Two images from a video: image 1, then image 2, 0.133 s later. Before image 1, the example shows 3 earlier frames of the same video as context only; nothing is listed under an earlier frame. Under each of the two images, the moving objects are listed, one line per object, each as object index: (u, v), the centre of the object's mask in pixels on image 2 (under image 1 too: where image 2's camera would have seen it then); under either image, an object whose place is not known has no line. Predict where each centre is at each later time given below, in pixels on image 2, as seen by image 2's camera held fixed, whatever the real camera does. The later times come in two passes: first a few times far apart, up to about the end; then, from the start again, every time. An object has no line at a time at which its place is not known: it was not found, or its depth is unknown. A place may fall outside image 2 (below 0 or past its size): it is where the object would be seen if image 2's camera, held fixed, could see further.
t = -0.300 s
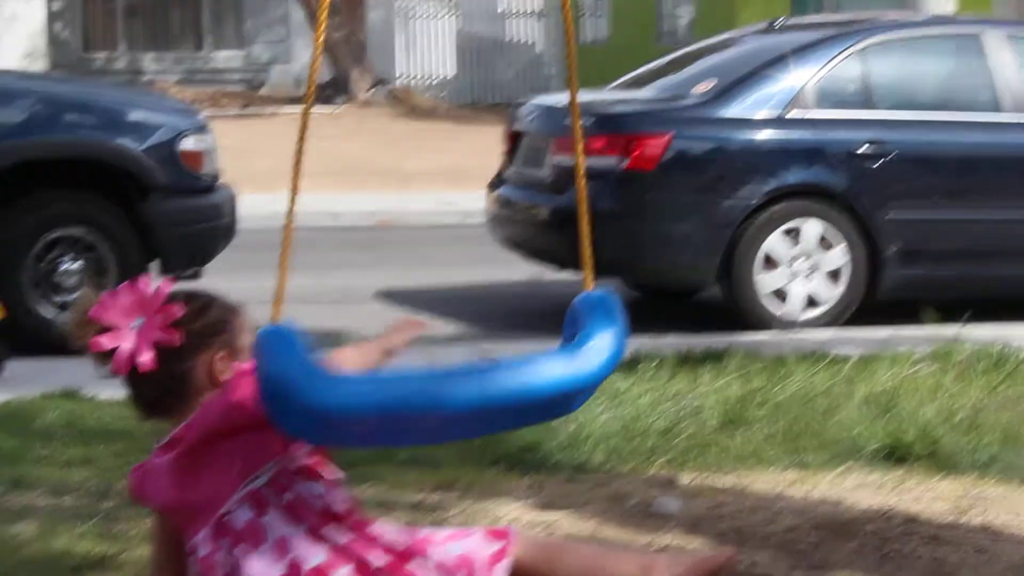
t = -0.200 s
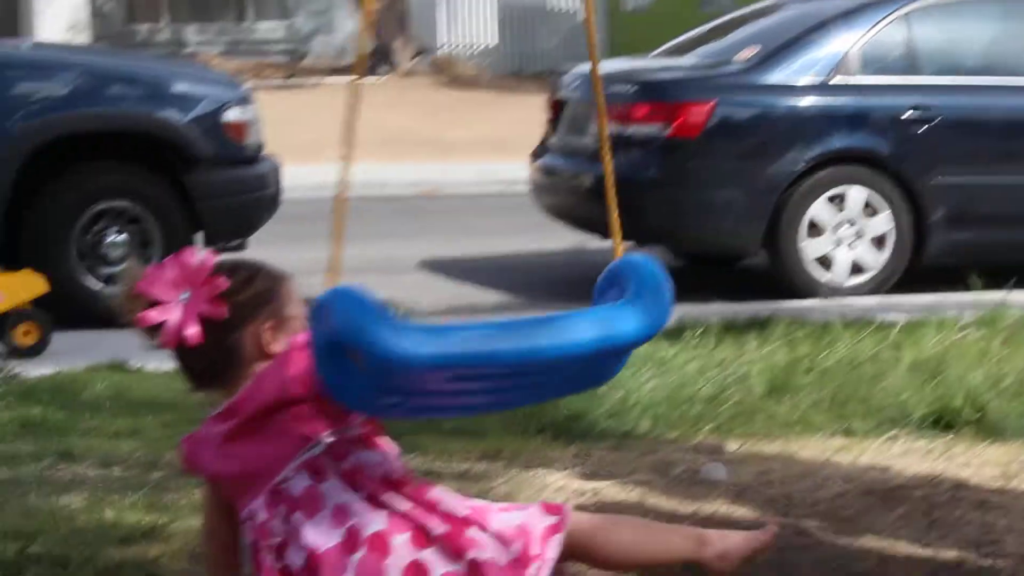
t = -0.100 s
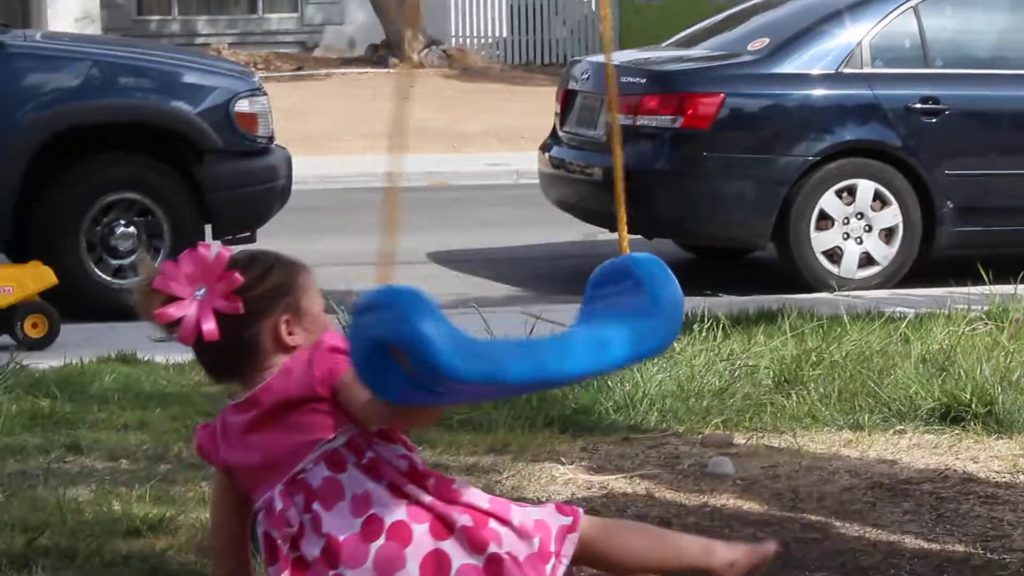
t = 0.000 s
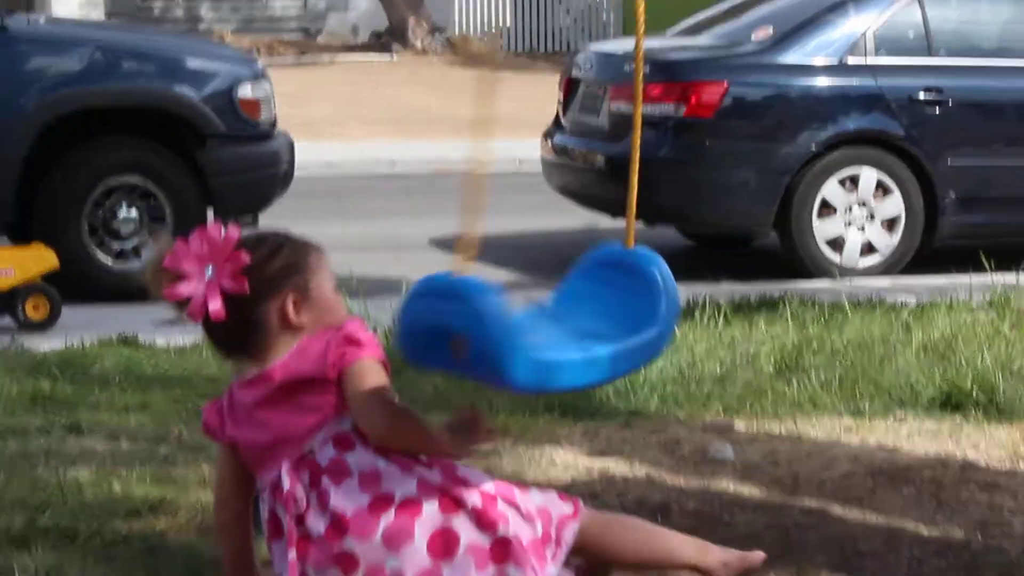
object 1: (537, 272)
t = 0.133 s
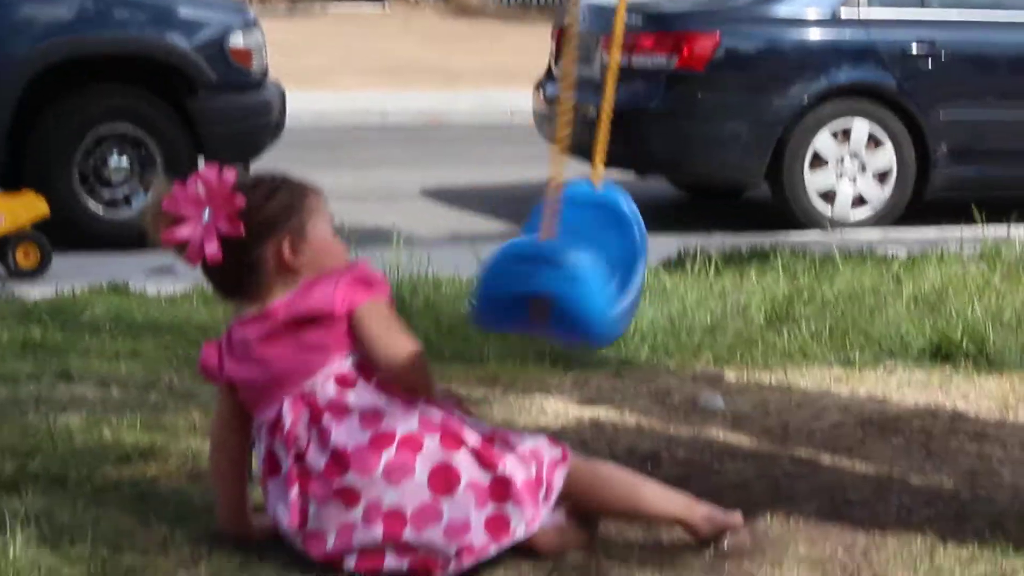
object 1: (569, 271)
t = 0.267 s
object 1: (606, 262)
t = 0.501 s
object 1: (716, 264)
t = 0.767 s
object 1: (856, 246)
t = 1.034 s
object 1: (921, 218)
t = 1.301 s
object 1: (925, 205)
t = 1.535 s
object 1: (910, 221)
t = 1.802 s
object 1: (935, 228)
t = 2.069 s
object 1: (872, 235)
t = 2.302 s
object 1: (758, 255)
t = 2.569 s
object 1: (667, 275)
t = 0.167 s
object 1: (576, 266)
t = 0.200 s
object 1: (583, 263)
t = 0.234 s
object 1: (594, 262)
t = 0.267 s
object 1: (606, 262)
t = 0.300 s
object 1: (620, 261)
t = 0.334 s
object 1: (636, 261)
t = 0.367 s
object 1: (652, 261)
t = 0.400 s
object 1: (667, 261)
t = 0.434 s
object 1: (684, 262)
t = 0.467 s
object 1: (700, 263)
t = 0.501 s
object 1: (716, 264)
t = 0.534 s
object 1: (733, 265)
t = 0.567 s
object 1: (748, 265)
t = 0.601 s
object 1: (767, 265)
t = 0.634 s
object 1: (788, 263)
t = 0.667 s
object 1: (808, 260)
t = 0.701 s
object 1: (828, 255)
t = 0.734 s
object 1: (844, 250)
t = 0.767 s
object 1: (856, 246)
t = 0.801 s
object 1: (866, 240)
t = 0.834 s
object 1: (873, 237)
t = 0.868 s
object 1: (880, 235)
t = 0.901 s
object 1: (888, 232)
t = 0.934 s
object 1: (895, 226)
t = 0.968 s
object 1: (904, 224)
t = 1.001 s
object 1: (913, 221)
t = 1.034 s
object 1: (921, 218)
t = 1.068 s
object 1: (927, 216)
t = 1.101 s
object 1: (933, 216)
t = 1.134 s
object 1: (936, 214)
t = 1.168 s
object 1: (941, 210)
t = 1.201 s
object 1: (942, 208)
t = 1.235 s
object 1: (938, 206)
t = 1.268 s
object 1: (932, 205)
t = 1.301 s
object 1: (925, 205)
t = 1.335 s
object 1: (920, 206)
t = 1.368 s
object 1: (915, 208)
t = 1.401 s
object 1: (910, 210)
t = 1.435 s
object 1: (908, 212)
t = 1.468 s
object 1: (908, 214)
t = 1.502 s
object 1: (909, 218)
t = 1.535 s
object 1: (910, 221)
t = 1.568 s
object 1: (912, 225)
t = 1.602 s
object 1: (916, 229)
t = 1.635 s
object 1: (920, 232)
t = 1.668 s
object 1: (923, 233)
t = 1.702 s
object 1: (924, 234)
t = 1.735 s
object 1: (928, 234)
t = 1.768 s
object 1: (932, 231)
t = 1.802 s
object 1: (935, 228)
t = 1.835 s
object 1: (936, 225)
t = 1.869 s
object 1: (936, 221)
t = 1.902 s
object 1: (933, 219)
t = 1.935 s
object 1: (926, 220)
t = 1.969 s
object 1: (917, 222)
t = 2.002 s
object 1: (906, 225)
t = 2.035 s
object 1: (892, 230)
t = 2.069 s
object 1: (872, 235)
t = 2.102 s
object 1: (853, 238)
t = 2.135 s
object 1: (837, 242)
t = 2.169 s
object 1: (822, 245)
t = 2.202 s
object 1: (807, 247)
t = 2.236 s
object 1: (791, 250)
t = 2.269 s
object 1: (774, 253)
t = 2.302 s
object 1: (758, 255)
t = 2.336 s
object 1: (741, 257)
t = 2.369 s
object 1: (725, 260)
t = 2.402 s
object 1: (711, 262)
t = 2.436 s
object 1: (698, 265)
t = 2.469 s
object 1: (686, 268)
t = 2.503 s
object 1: (679, 271)
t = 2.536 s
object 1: (674, 273)
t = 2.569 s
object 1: (667, 275)
